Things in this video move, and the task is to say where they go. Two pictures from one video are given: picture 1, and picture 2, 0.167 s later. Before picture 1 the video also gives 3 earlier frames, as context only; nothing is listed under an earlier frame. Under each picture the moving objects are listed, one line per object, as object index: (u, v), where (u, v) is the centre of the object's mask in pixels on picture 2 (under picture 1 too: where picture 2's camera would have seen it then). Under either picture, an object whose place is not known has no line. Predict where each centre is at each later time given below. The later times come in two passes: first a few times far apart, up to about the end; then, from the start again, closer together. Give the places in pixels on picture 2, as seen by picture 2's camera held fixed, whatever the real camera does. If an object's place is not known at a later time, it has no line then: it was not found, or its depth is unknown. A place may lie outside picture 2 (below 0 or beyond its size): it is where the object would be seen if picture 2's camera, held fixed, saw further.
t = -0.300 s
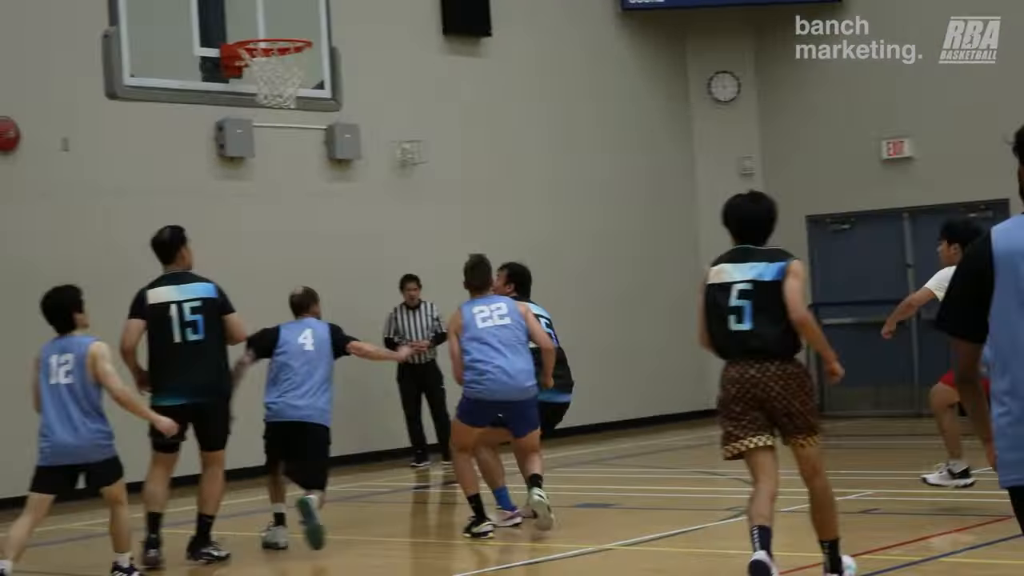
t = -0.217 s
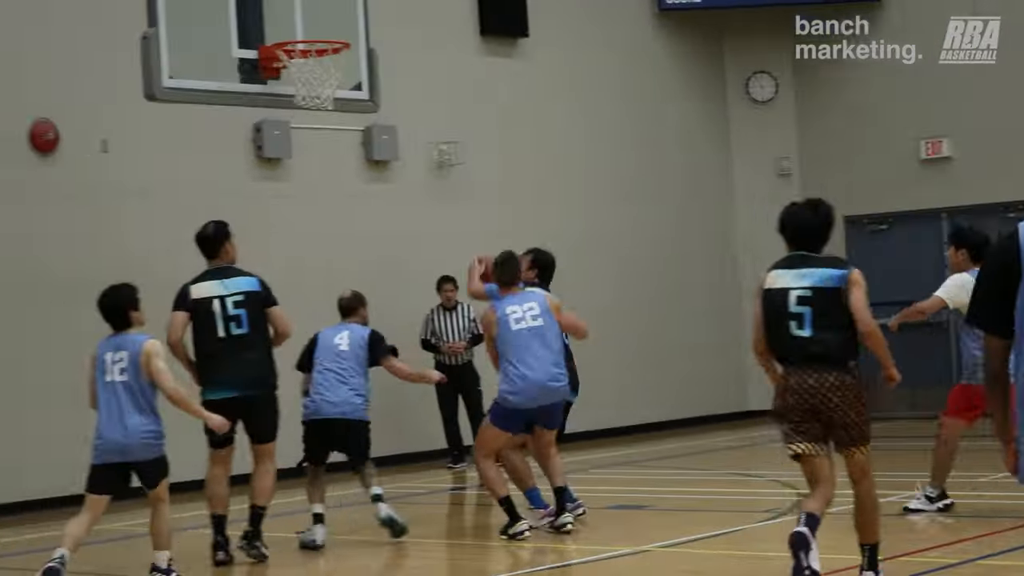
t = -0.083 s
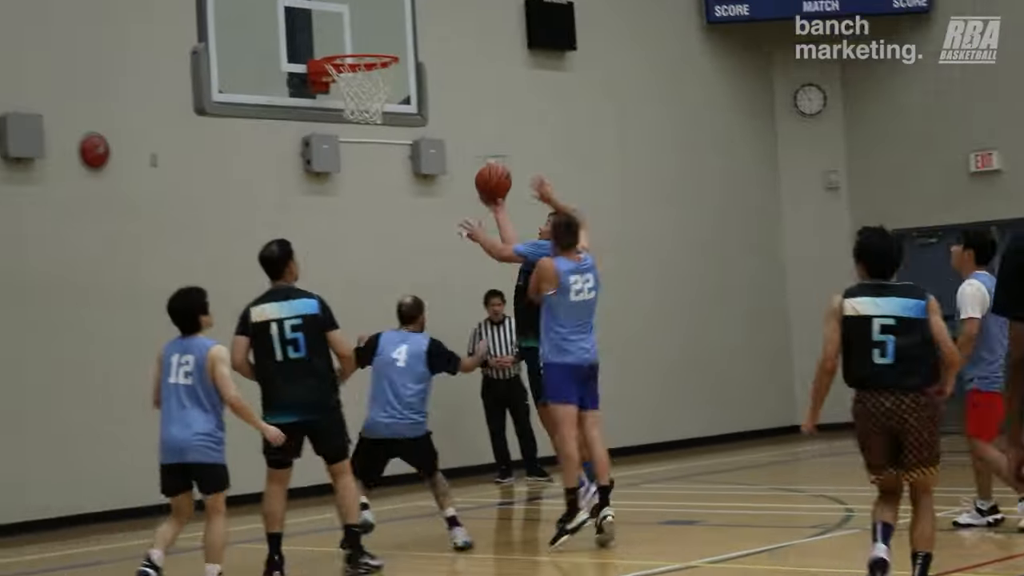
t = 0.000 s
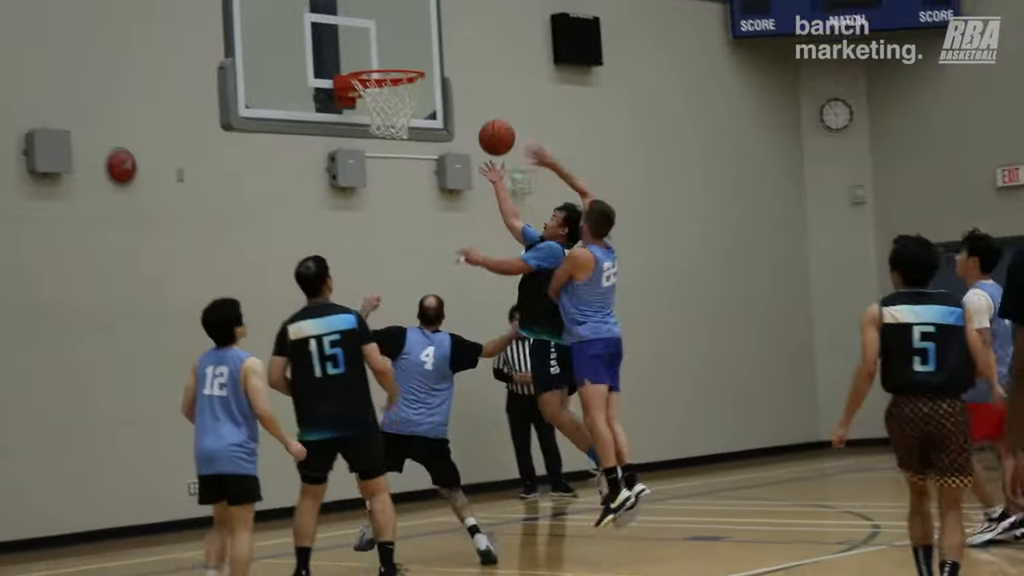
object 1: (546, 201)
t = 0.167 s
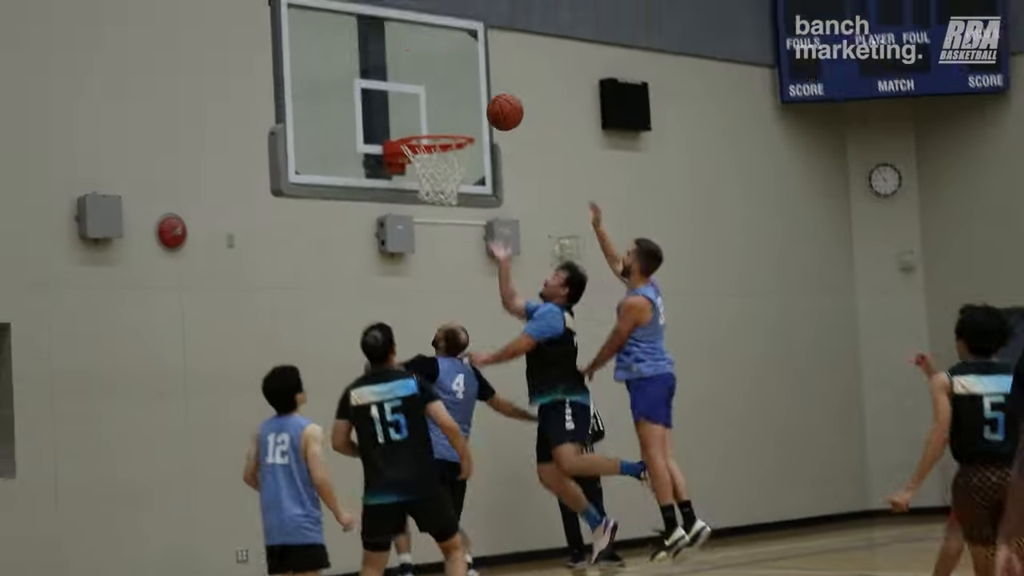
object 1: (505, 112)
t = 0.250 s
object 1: (485, 82)
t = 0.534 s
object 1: (423, 57)
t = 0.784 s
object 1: (380, 128)
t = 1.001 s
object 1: (369, 160)
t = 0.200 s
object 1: (497, 98)
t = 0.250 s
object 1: (485, 82)
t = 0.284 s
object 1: (477, 73)
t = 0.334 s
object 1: (466, 62)
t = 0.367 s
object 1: (459, 57)
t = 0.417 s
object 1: (448, 53)
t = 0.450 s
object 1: (441, 52)
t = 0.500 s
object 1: (430, 54)
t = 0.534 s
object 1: (423, 57)
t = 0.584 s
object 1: (412, 66)
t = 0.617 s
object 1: (405, 73)
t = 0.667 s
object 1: (395, 89)
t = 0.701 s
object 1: (388, 100)
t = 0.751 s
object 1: (382, 118)
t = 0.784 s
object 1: (380, 128)
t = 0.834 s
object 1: (371, 134)
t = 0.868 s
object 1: (370, 136)
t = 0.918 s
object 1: (369, 141)
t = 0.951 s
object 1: (369, 147)
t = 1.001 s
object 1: (369, 160)
